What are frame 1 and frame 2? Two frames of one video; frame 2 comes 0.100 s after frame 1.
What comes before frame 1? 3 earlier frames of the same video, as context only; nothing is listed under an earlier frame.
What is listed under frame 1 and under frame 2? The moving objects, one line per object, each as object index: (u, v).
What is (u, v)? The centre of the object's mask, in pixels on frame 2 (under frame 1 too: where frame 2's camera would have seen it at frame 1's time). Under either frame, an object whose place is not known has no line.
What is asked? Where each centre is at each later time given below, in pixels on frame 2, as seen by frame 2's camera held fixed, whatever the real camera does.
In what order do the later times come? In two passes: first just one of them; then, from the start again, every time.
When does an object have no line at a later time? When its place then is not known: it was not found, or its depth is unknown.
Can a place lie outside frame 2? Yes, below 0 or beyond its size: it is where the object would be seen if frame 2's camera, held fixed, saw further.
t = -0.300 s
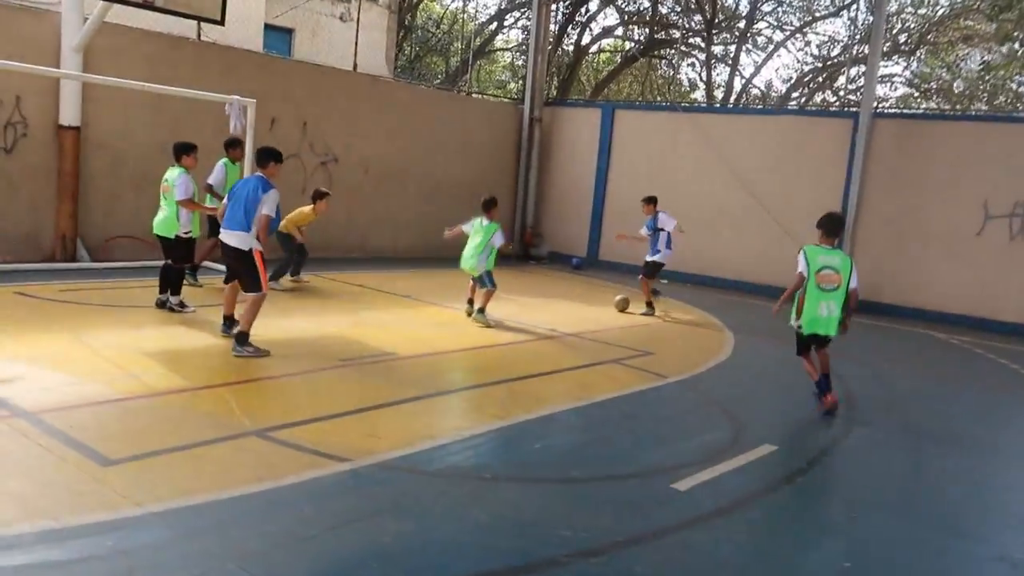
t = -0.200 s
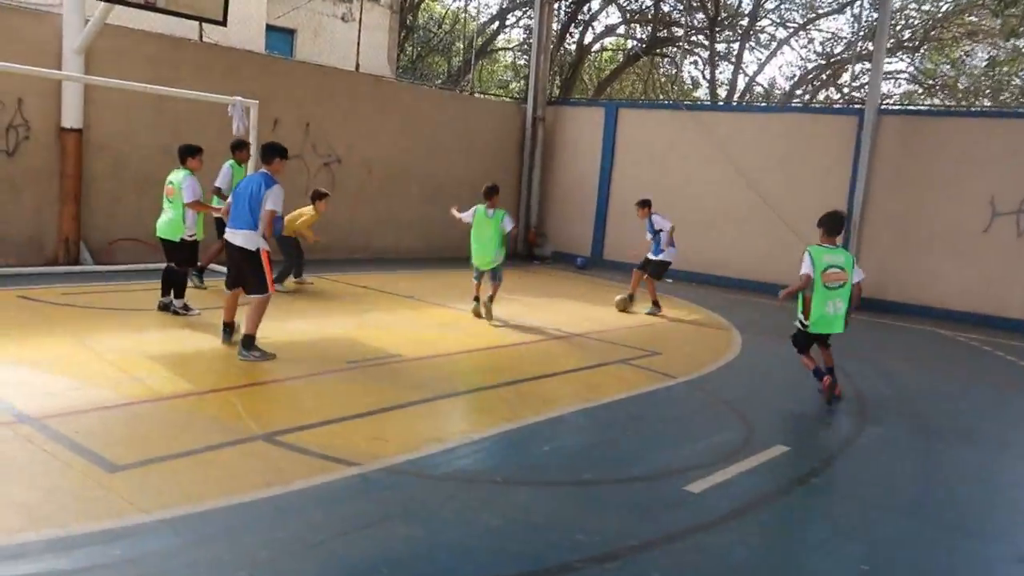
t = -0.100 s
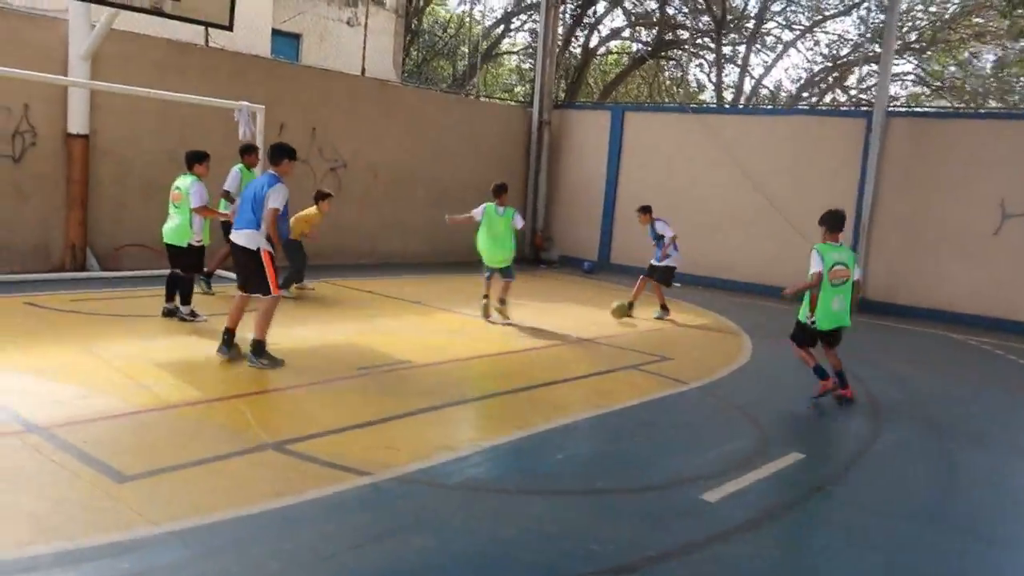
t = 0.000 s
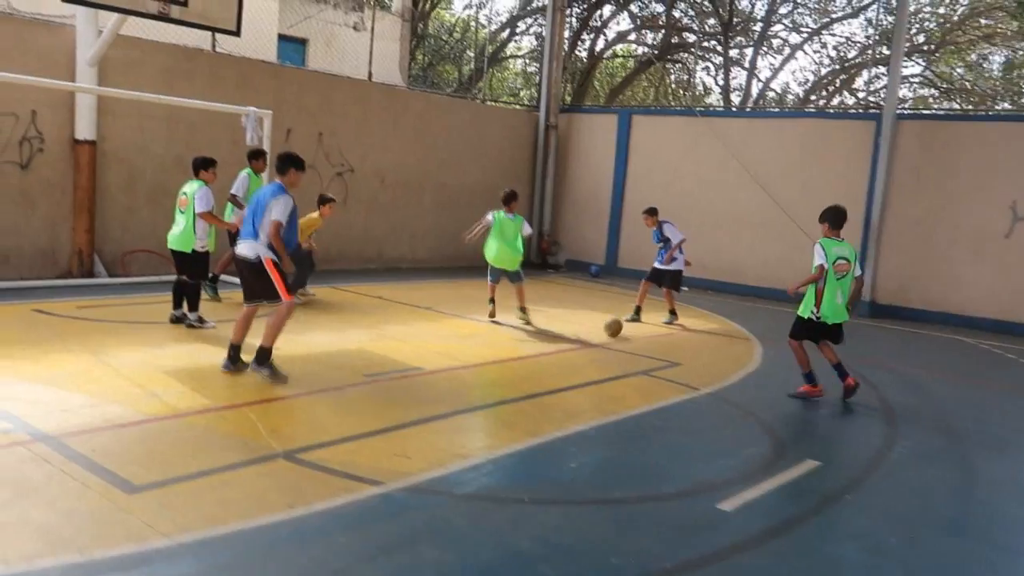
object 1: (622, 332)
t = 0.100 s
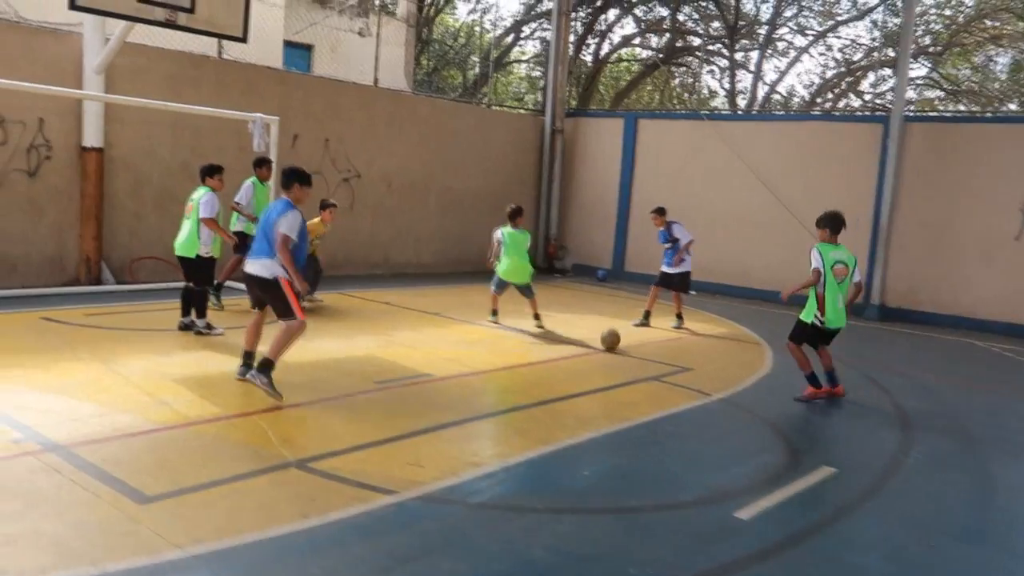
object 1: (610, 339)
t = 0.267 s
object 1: (590, 353)
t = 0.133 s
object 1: (606, 342)
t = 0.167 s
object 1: (602, 345)
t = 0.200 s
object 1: (598, 348)
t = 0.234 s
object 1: (595, 350)
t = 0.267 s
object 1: (590, 353)
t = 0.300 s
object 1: (587, 356)
